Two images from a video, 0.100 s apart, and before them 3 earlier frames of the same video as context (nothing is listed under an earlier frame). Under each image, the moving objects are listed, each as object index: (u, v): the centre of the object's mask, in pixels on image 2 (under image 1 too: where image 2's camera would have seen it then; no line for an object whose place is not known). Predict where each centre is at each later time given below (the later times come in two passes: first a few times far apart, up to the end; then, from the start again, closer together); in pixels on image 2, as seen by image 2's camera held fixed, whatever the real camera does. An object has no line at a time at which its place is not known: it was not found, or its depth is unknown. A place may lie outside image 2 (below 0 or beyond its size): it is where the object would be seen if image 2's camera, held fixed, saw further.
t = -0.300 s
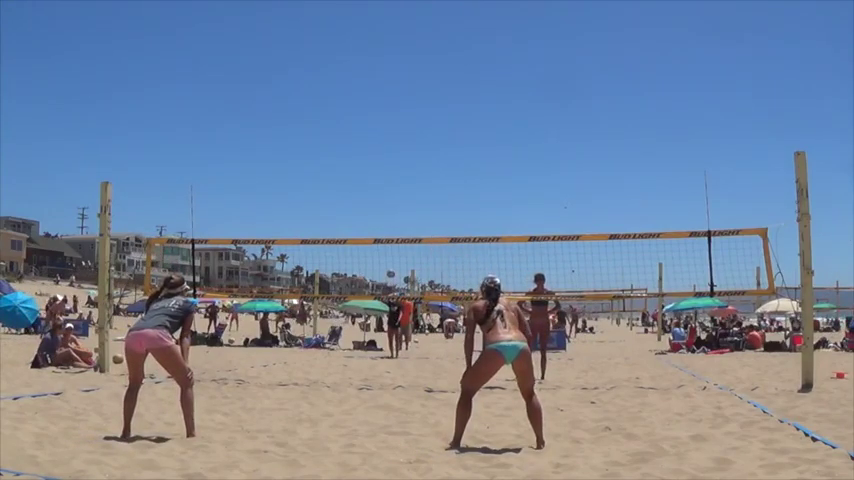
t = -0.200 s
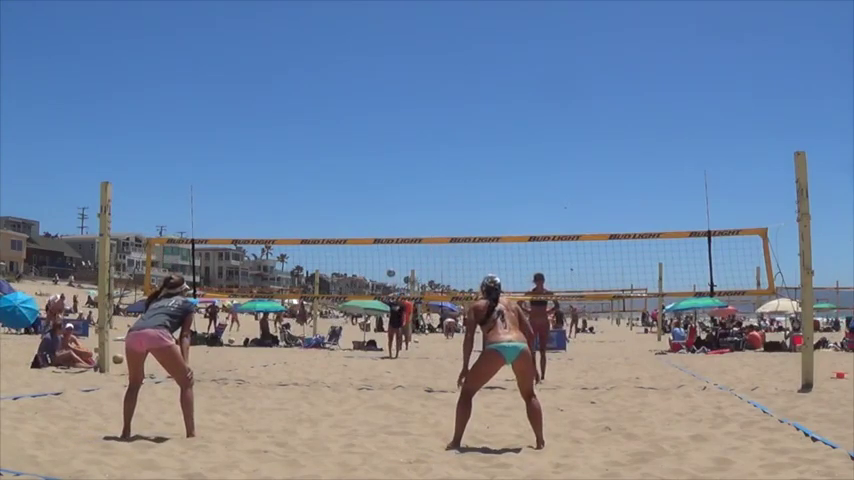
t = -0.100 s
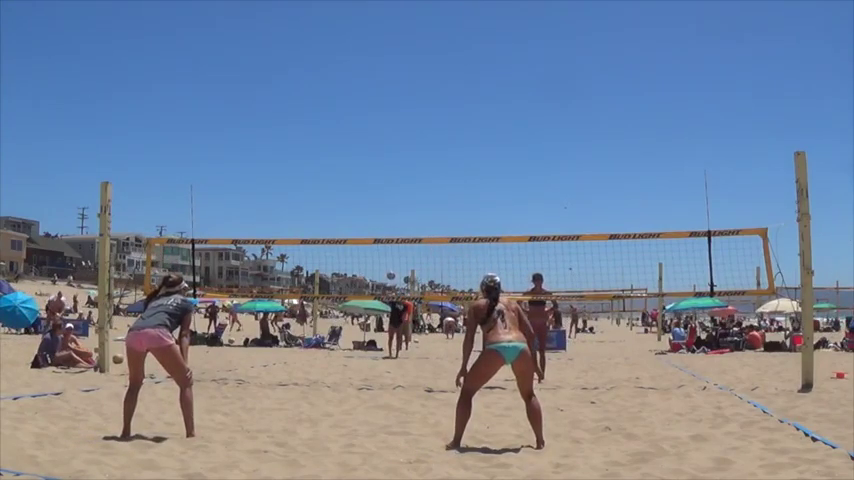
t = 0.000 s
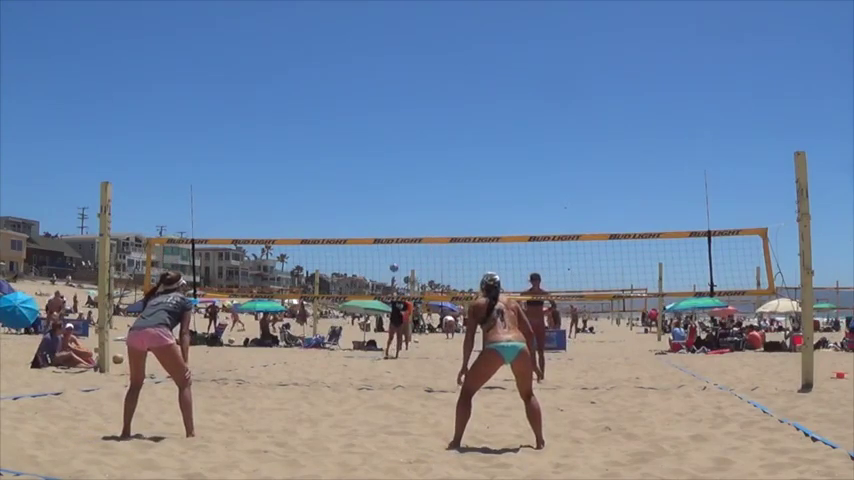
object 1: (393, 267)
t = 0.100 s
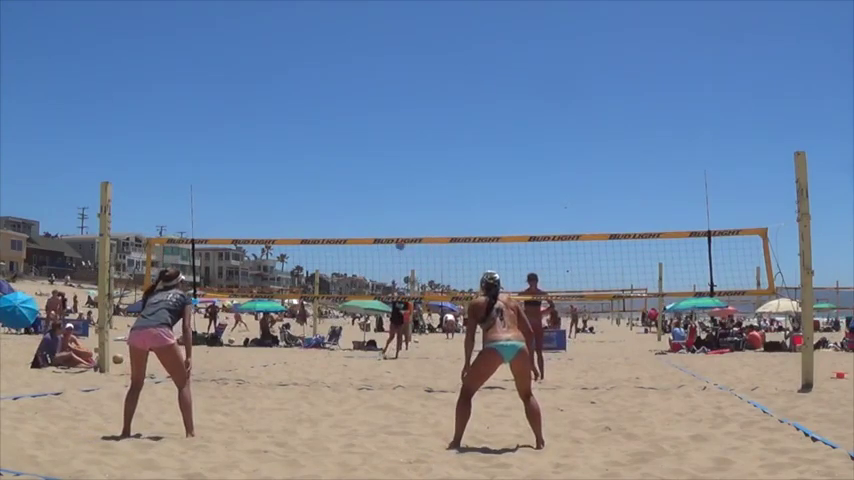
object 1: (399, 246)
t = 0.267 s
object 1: (413, 212)
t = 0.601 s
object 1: (460, 164)
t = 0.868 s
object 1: (524, 164)
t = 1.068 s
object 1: (604, 206)
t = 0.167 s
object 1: (404, 231)
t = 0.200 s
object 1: (407, 224)
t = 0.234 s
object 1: (410, 218)
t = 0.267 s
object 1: (413, 212)
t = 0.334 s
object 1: (420, 199)
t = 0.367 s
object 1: (424, 194)
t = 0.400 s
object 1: (429, 189)
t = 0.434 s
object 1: (433, 183)
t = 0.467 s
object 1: (438, 178)
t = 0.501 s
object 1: (443, 174)
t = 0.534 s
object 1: (448, 170)
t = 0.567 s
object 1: (454, 167)
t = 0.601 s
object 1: (460, 164)
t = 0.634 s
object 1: (466, 161)
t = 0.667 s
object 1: (473, 160)
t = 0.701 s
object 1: (480, 158)
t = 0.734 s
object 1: (488, 158)
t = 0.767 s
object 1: (496, 158)
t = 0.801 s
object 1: (505, 159)
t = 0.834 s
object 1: (514, 161)
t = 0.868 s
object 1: (524, 164)
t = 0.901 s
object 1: (535, 168)
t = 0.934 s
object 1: (547, 173)
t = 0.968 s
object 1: (560, 179)
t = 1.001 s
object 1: (573, 187)
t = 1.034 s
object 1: (588, 195)
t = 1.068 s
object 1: (604, 206)
